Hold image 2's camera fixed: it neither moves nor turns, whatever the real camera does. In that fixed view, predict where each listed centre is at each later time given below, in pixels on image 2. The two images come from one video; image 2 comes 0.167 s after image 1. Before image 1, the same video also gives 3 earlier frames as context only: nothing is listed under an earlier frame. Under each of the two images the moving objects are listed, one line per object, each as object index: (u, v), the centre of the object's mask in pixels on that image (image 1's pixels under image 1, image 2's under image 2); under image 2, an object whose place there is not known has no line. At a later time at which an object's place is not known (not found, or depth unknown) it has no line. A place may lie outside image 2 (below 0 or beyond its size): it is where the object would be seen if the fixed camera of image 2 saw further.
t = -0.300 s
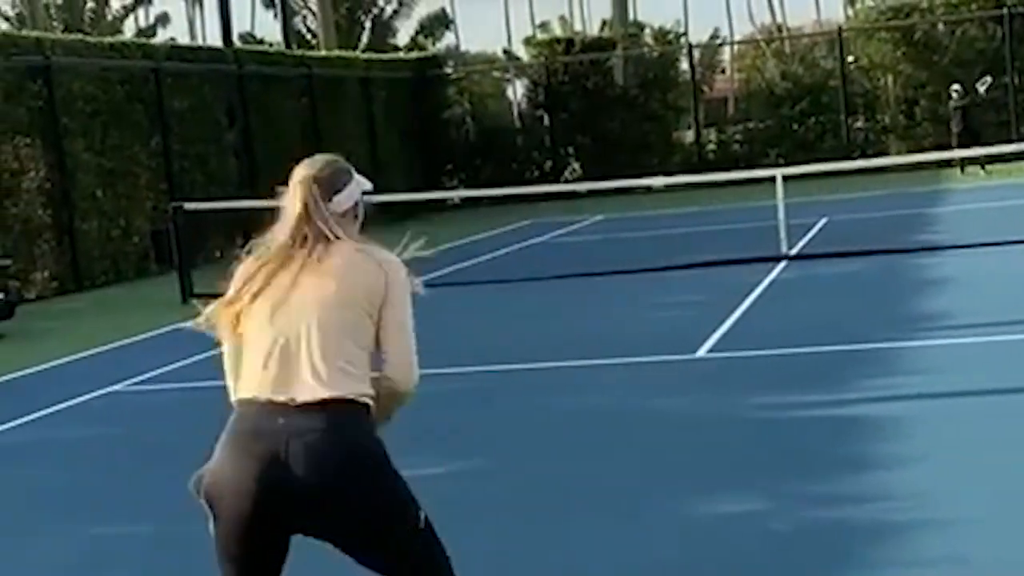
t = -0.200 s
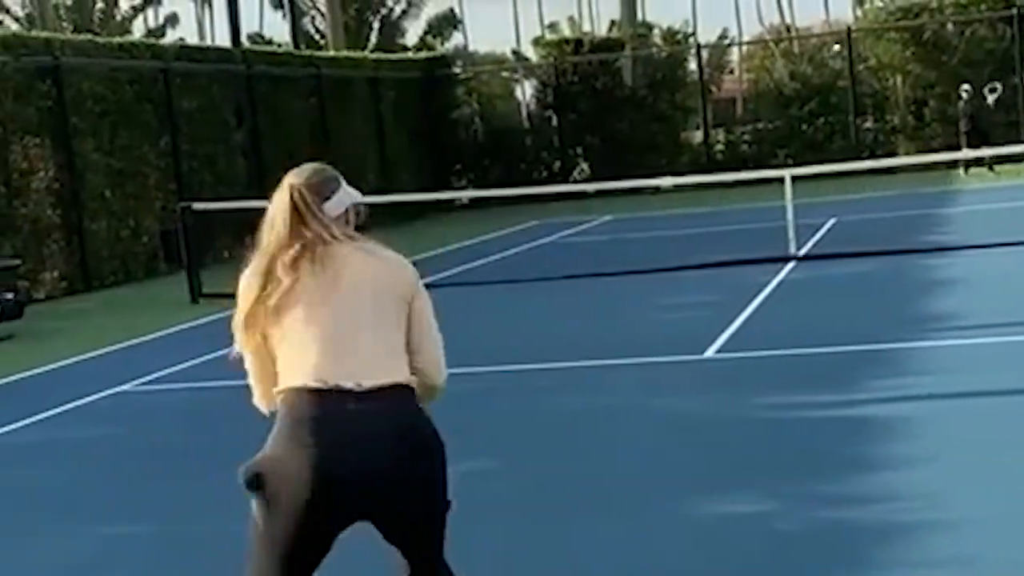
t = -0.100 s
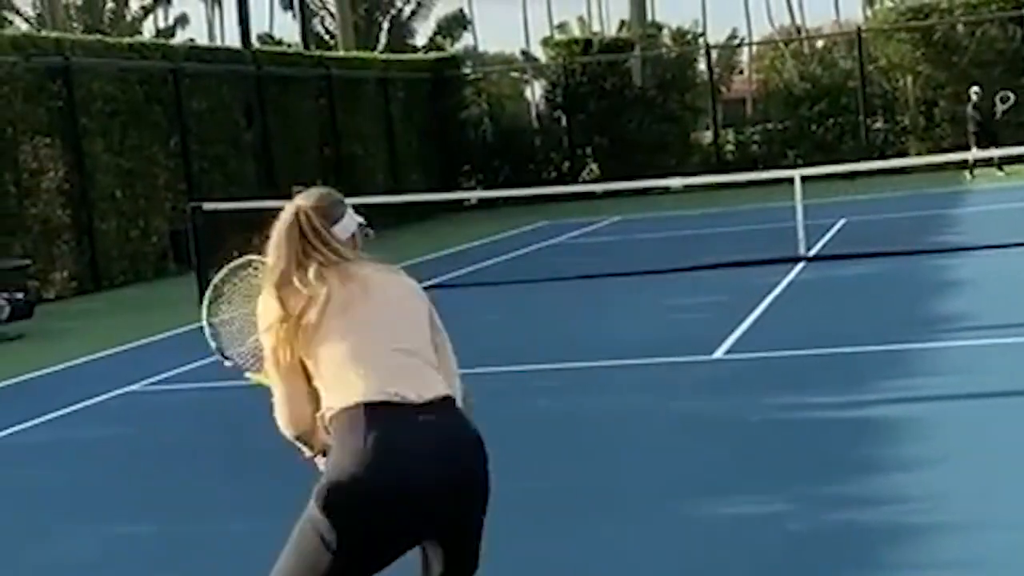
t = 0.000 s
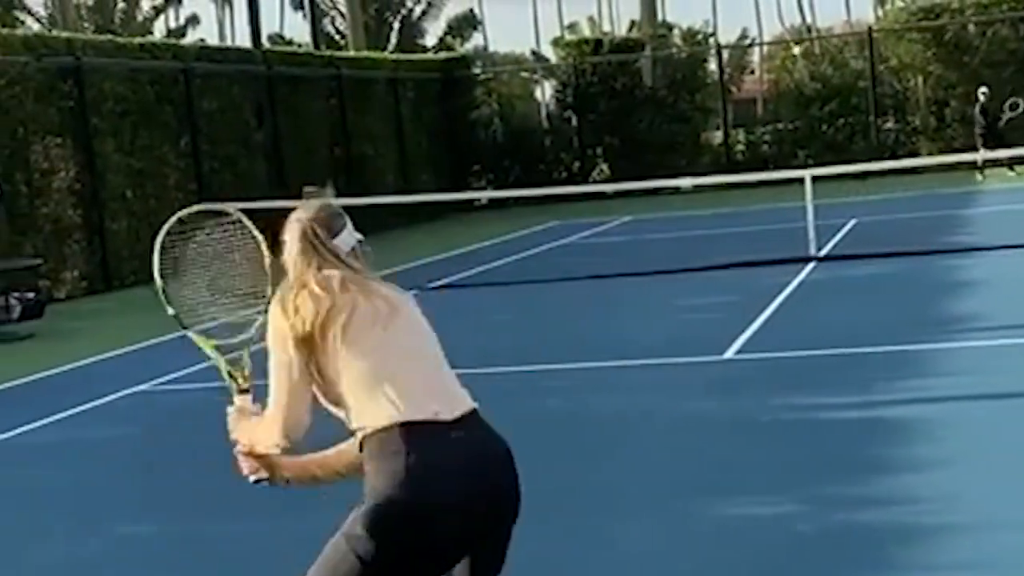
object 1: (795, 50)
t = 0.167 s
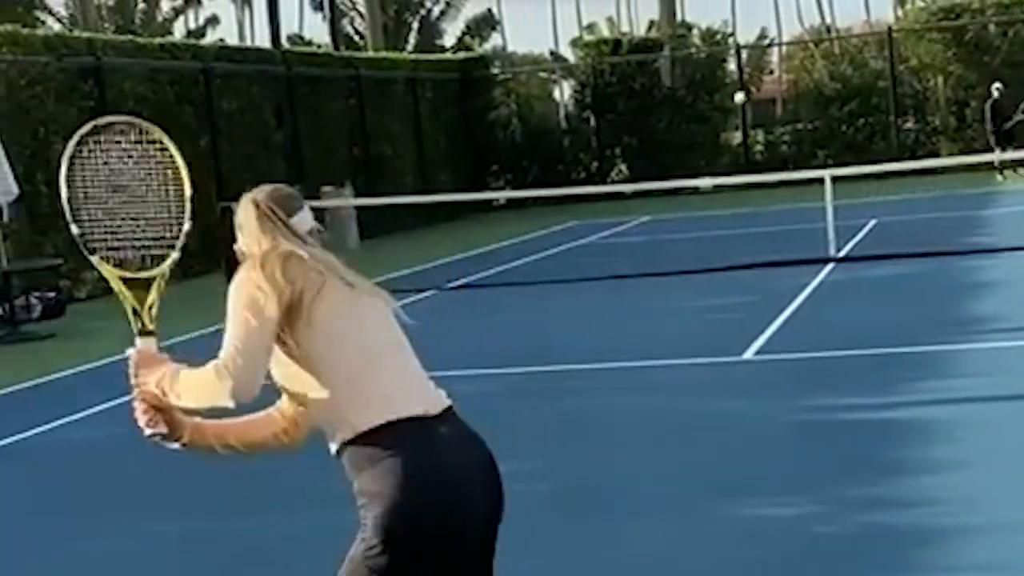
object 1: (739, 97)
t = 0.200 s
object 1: (720, 115)
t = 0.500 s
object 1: (405, 537)
